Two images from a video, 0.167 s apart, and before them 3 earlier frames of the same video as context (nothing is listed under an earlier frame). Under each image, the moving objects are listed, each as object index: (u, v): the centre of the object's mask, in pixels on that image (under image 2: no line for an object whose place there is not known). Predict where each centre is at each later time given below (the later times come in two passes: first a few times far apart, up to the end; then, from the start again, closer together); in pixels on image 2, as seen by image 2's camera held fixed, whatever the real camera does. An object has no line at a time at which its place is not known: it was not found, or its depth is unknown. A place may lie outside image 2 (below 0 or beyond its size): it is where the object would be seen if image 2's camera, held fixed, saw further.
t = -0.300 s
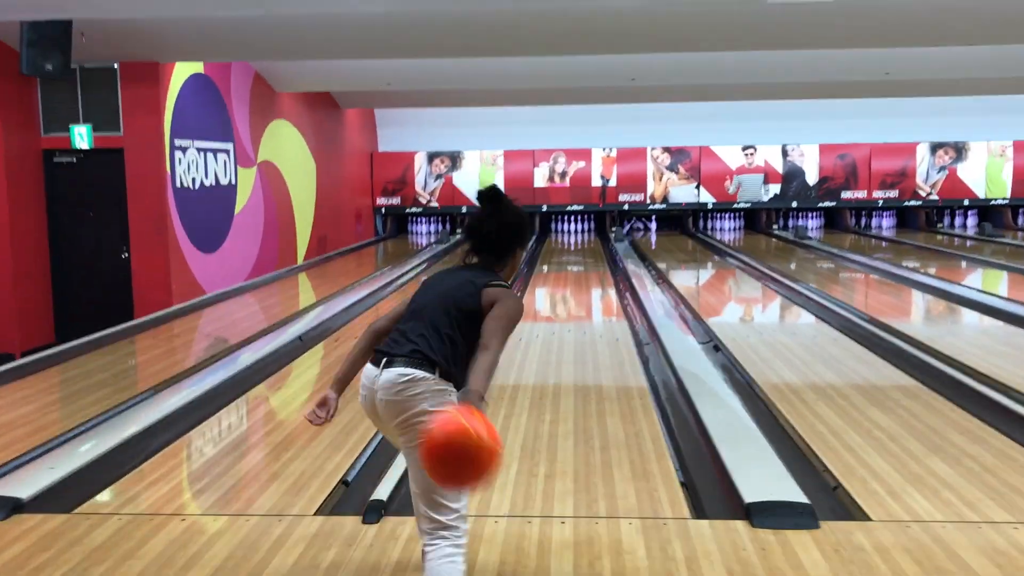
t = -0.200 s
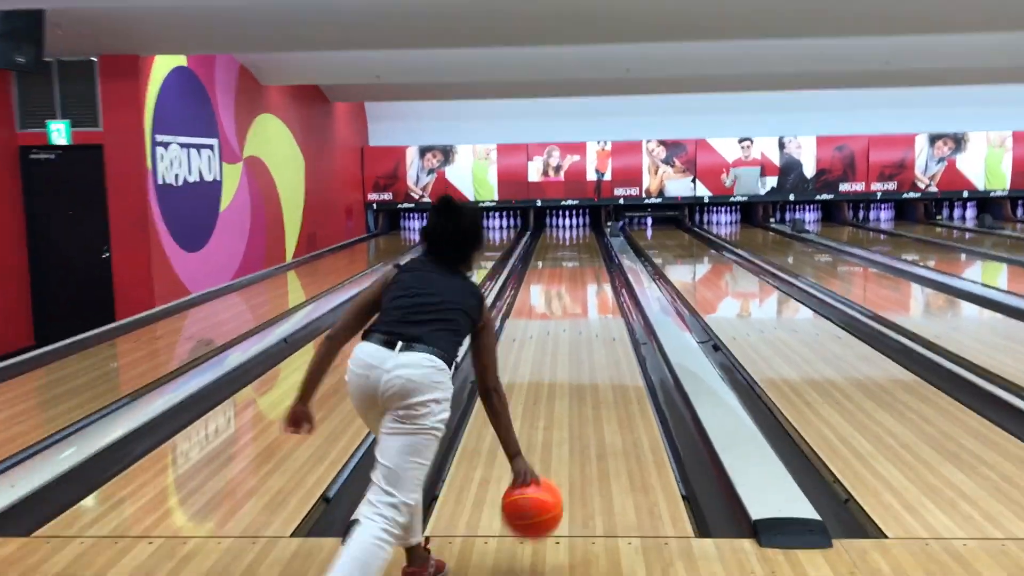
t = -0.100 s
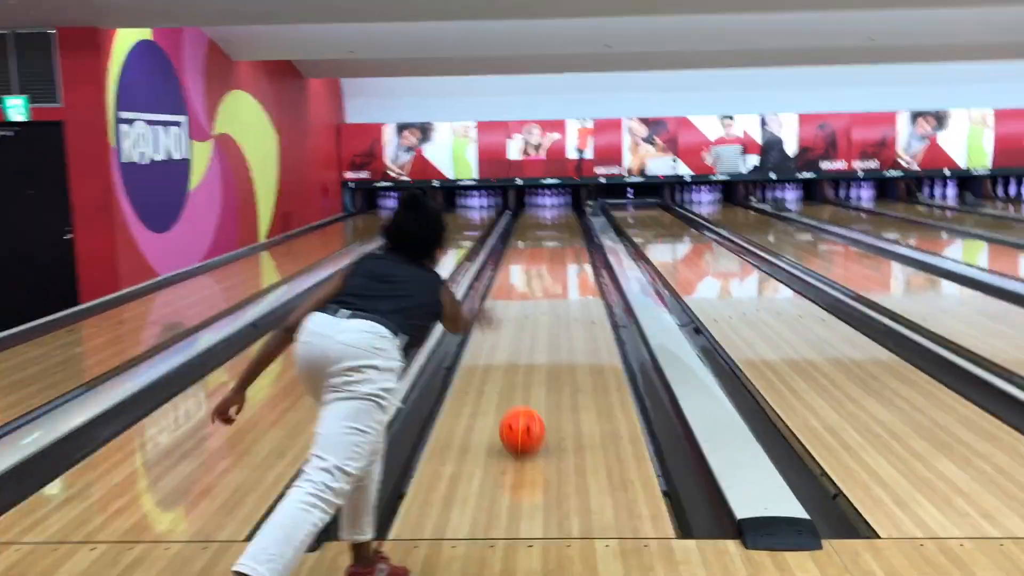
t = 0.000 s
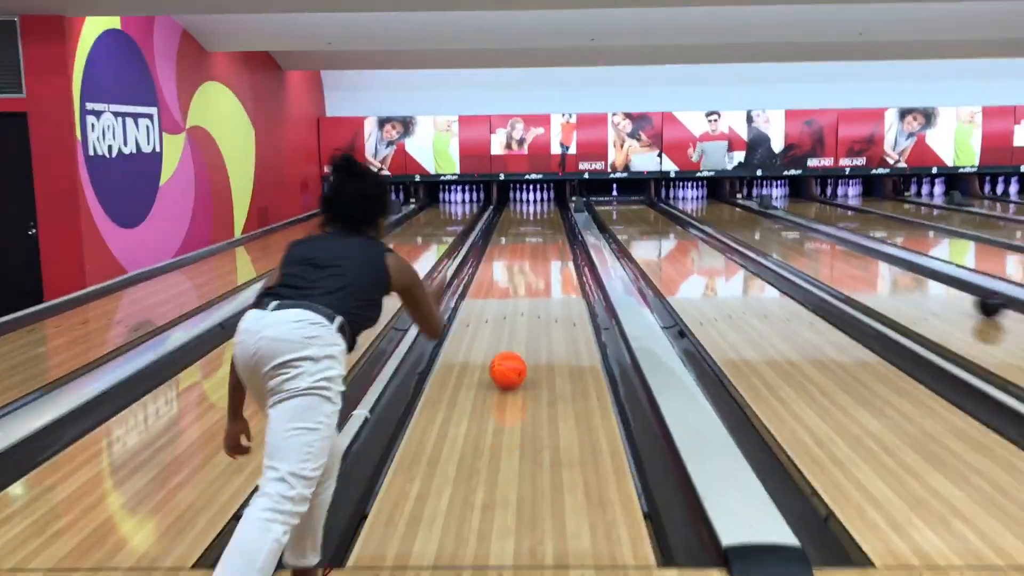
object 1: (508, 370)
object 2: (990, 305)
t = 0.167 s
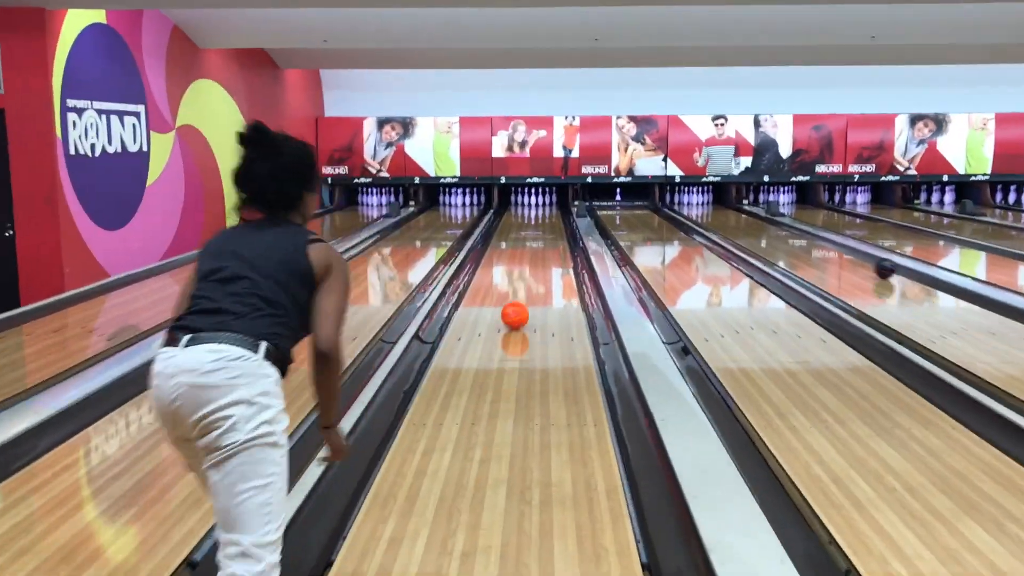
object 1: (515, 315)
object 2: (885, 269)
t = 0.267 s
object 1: (521, 289)
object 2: (839, 250)
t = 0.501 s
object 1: (529, 250)
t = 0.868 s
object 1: (536, 218)
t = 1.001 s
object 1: (537, 211)
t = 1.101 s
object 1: (539, 206)
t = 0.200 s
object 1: (517, 305)
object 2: (868, 263)
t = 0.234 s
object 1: (519, 296)
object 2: (853, 256)
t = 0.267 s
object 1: (521, 289)
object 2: (839, 250)
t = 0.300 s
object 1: (522, 282)
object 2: (827, 246)
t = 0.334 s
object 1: (523, 276)
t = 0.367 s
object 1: (524, 270)
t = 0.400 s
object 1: (526, 265)
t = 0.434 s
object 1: (527, 259)
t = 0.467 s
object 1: (528, 254)
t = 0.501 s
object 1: (529, 250)
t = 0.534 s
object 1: (529, 247)
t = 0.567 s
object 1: (530, 243)
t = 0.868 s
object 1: (536, 218)
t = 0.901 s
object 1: (537, 216)
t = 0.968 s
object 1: (537, 213)
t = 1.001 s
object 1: (537, 211)
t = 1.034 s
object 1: (538, 210)
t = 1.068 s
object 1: (539, 208)
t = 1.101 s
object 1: (539, 206)
